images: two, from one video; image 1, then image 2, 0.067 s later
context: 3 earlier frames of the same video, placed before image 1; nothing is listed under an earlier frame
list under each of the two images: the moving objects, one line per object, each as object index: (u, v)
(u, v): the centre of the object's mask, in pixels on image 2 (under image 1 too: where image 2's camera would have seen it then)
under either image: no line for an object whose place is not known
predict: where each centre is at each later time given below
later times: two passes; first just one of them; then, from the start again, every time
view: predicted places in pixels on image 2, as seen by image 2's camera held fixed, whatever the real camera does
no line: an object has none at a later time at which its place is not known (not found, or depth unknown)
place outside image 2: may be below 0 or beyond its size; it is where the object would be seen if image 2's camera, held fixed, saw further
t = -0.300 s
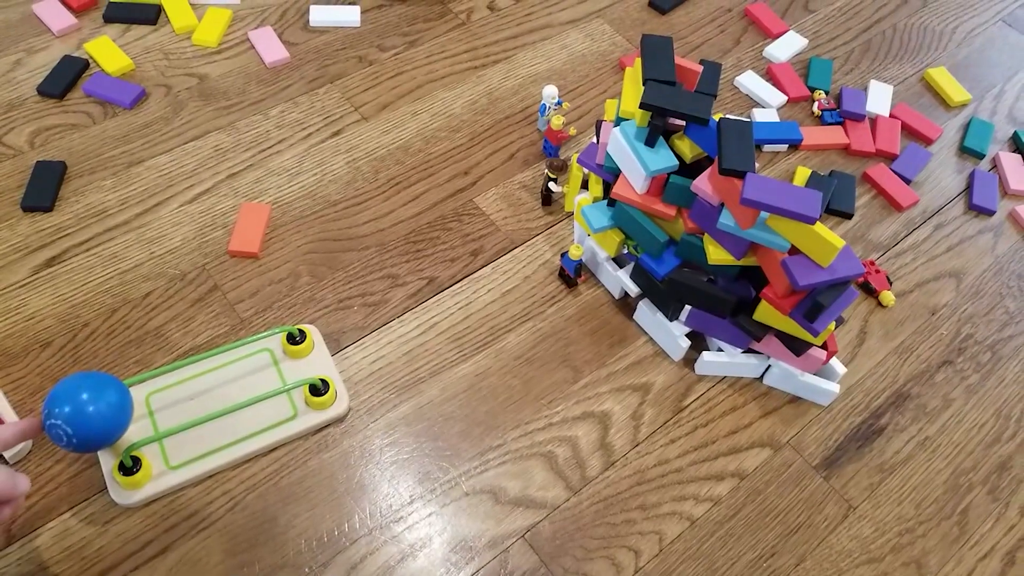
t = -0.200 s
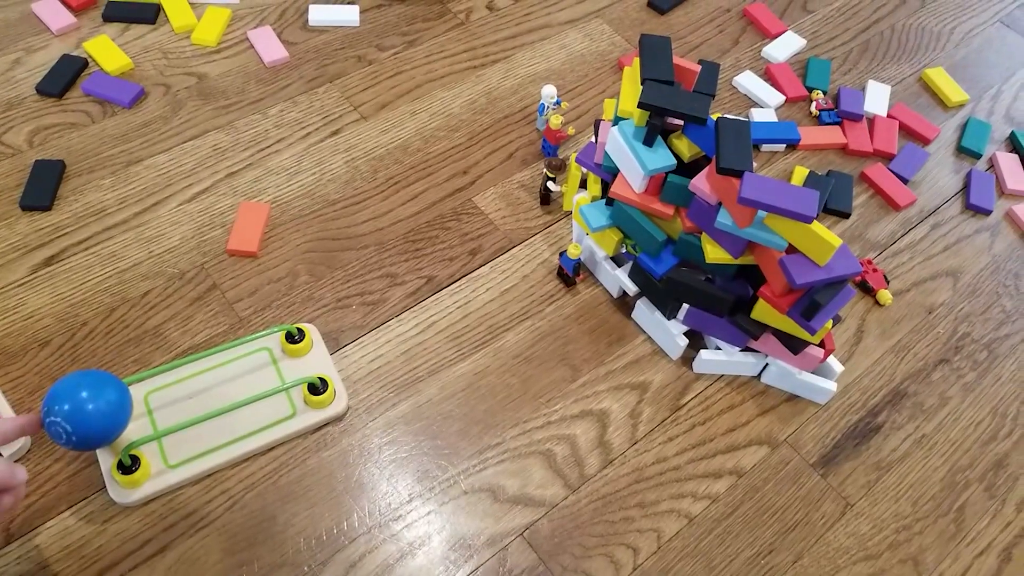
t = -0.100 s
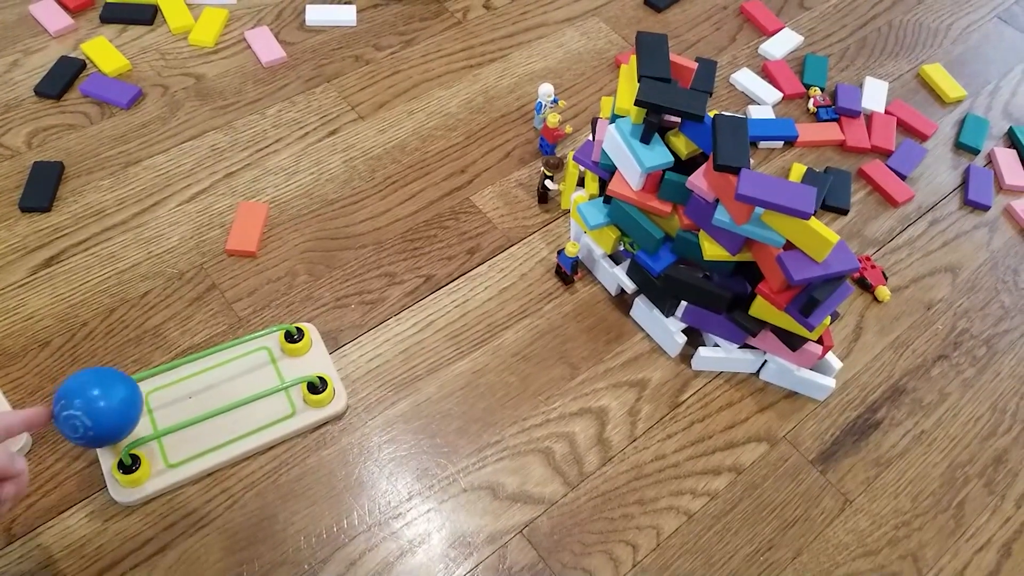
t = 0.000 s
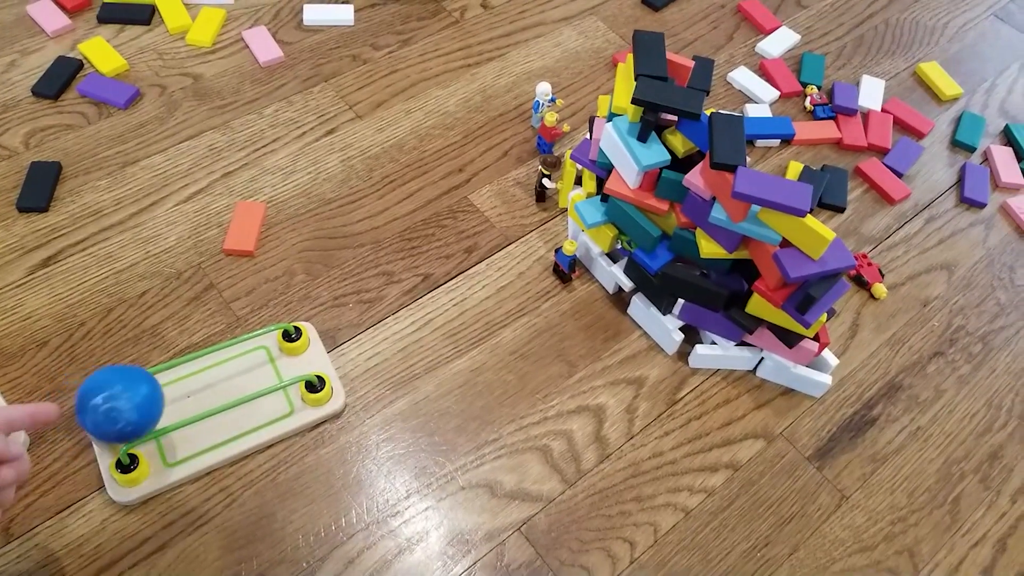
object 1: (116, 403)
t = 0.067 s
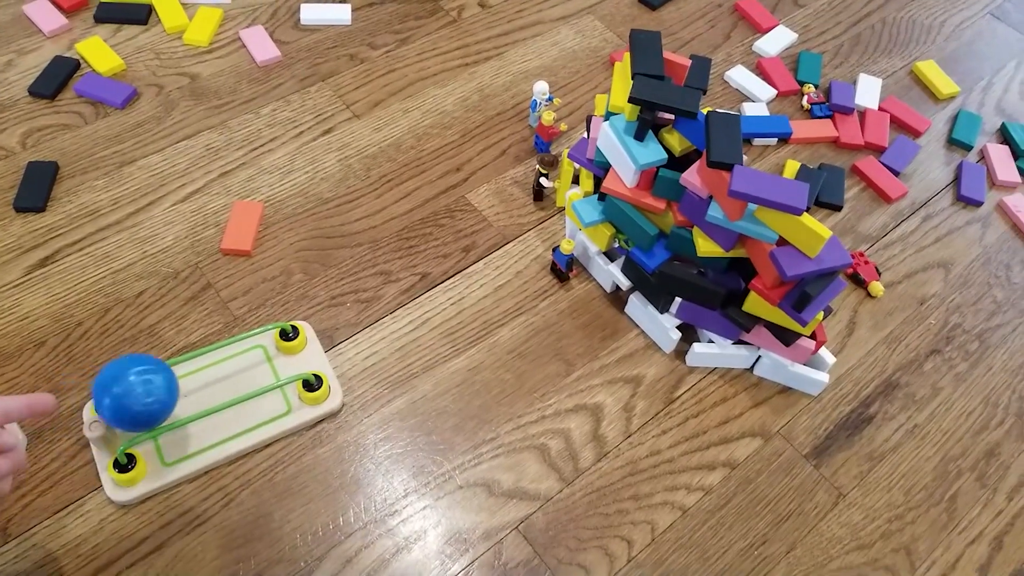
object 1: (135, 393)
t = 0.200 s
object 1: (174, 379)
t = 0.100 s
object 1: (144, 390)
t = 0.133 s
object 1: (154, 387)
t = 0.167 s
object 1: (164, 383)
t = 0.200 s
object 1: (174, 379)
